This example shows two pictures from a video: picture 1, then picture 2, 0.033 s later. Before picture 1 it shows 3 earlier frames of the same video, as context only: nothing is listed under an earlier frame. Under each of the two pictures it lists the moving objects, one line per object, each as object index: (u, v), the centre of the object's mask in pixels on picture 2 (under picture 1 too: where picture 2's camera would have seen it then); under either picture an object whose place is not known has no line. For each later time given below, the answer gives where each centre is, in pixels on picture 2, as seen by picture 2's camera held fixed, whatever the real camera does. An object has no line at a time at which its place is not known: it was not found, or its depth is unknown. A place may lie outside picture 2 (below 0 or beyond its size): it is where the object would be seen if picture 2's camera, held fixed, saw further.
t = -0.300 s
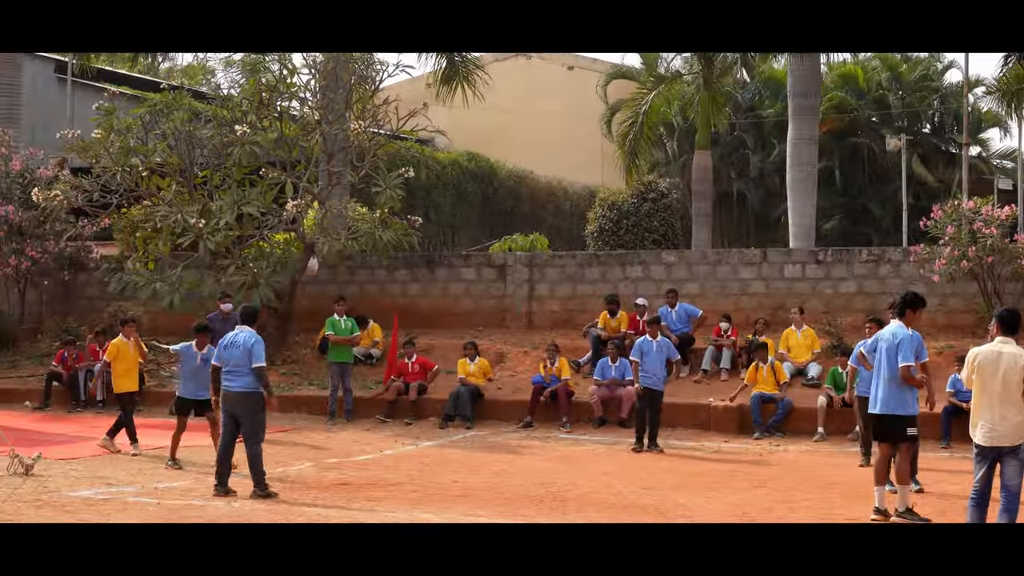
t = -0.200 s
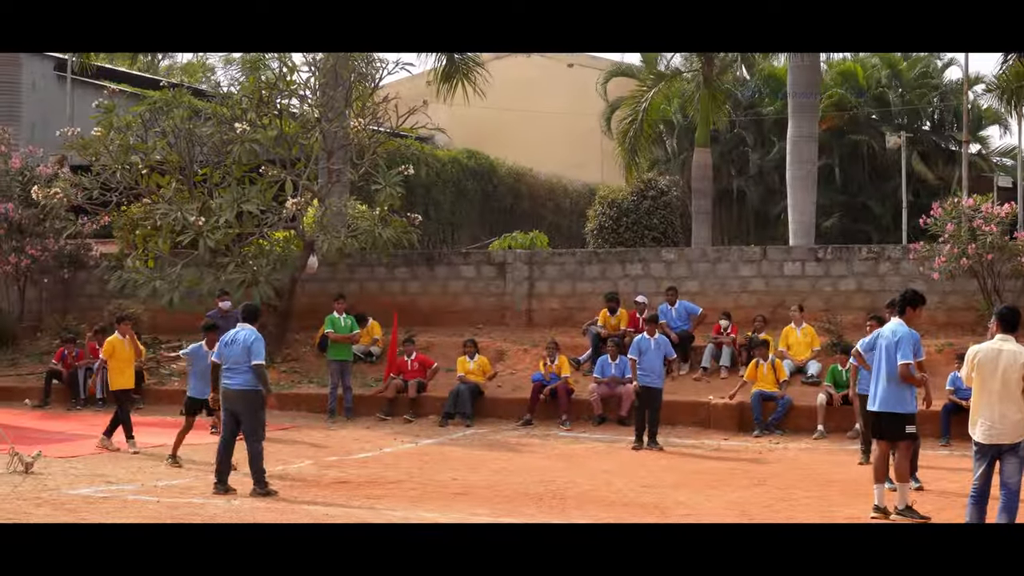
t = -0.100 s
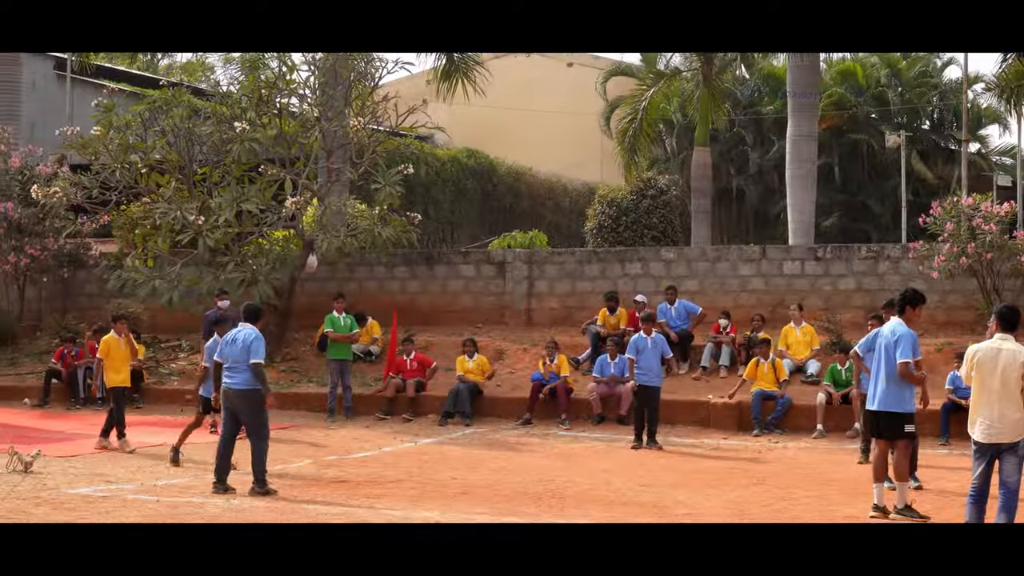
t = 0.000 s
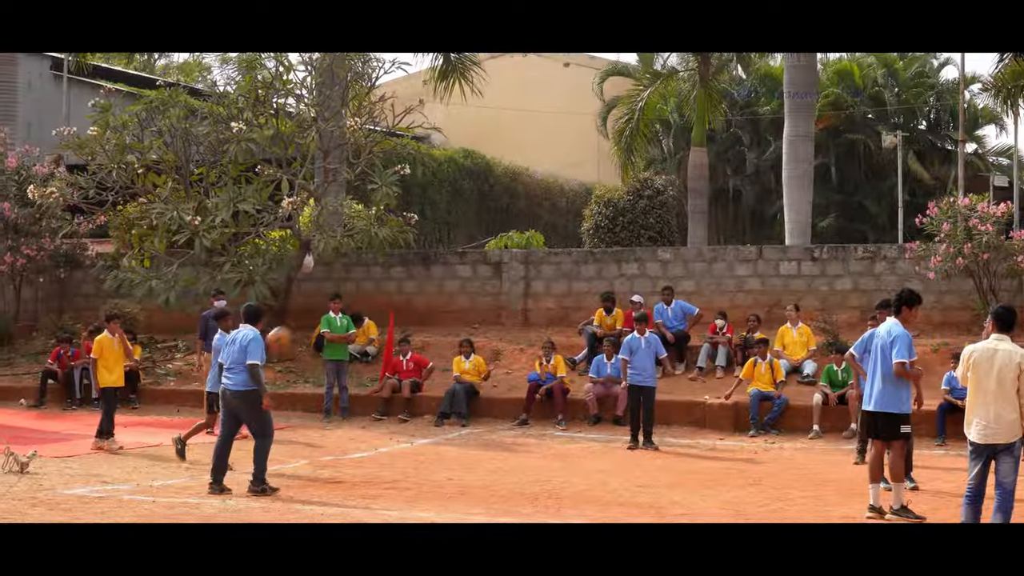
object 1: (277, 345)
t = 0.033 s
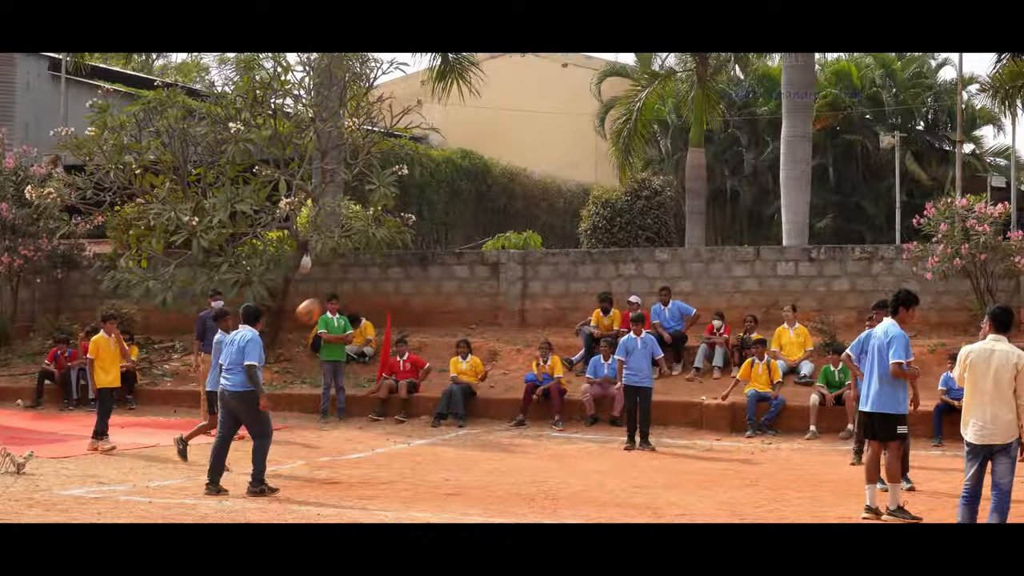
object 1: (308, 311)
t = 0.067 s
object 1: (342, 283)
